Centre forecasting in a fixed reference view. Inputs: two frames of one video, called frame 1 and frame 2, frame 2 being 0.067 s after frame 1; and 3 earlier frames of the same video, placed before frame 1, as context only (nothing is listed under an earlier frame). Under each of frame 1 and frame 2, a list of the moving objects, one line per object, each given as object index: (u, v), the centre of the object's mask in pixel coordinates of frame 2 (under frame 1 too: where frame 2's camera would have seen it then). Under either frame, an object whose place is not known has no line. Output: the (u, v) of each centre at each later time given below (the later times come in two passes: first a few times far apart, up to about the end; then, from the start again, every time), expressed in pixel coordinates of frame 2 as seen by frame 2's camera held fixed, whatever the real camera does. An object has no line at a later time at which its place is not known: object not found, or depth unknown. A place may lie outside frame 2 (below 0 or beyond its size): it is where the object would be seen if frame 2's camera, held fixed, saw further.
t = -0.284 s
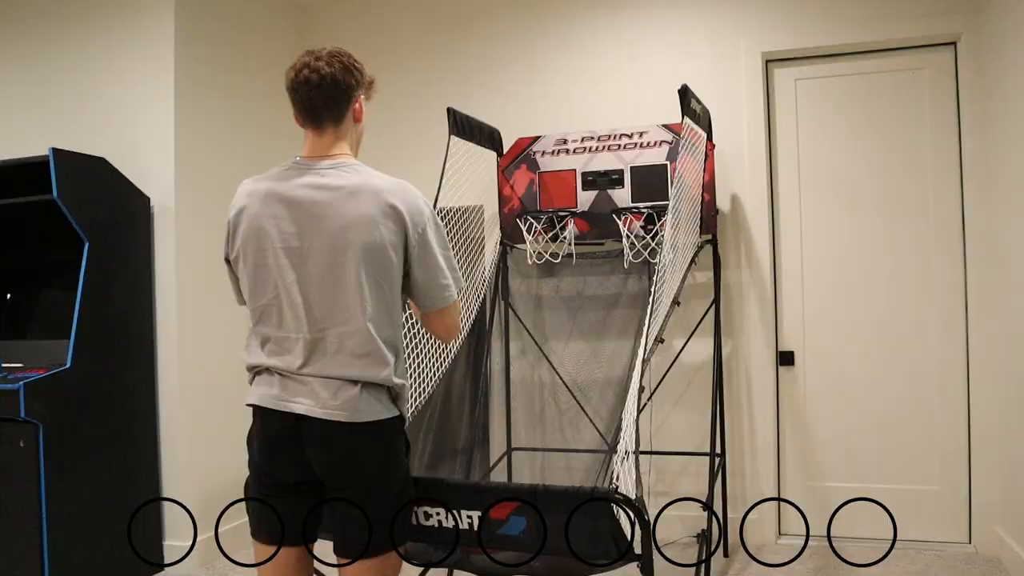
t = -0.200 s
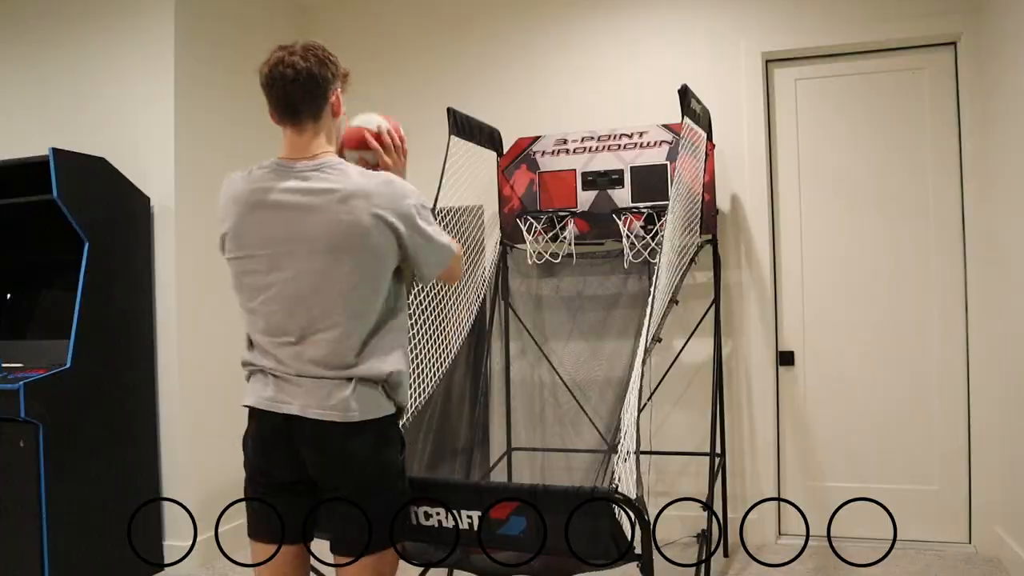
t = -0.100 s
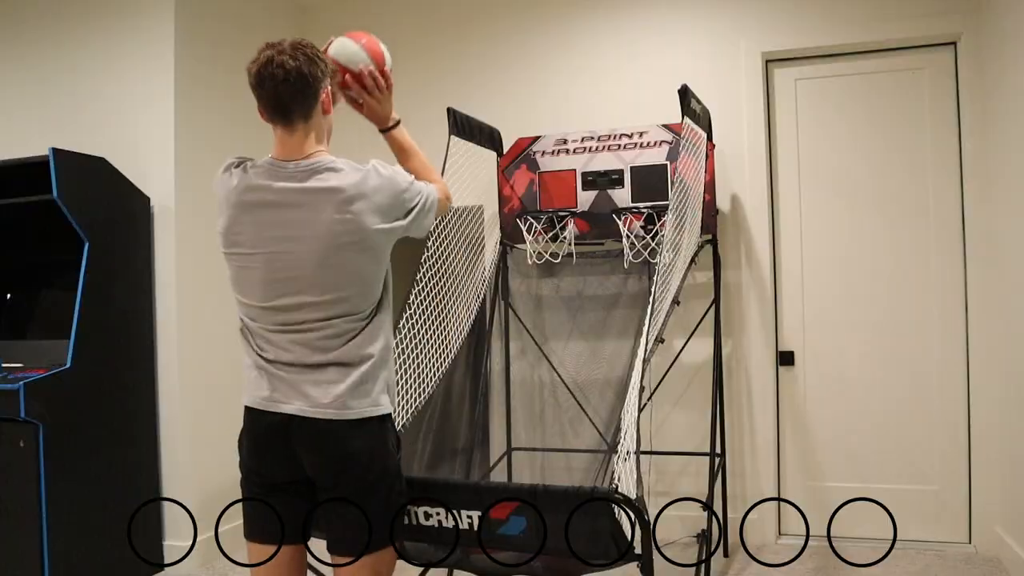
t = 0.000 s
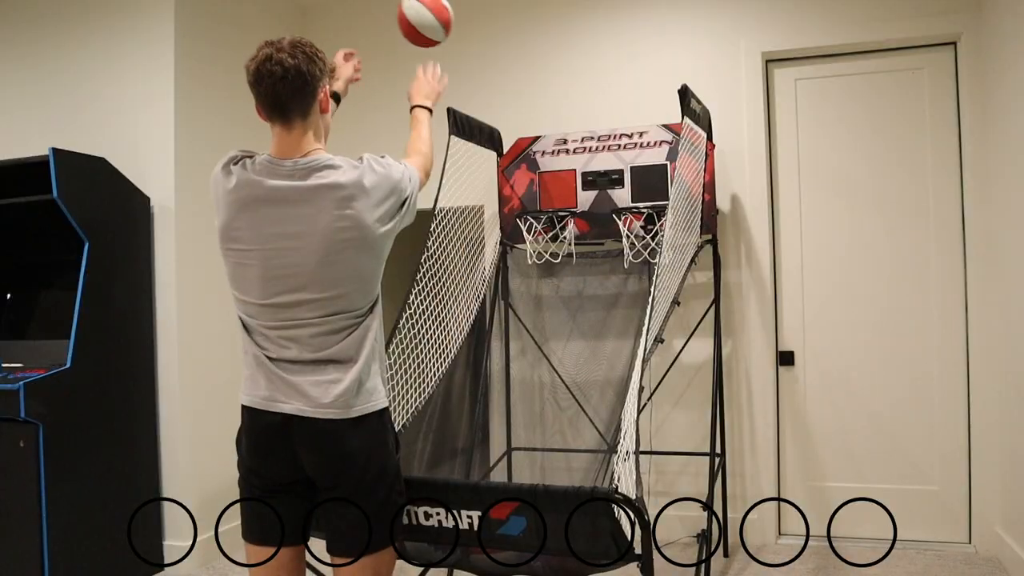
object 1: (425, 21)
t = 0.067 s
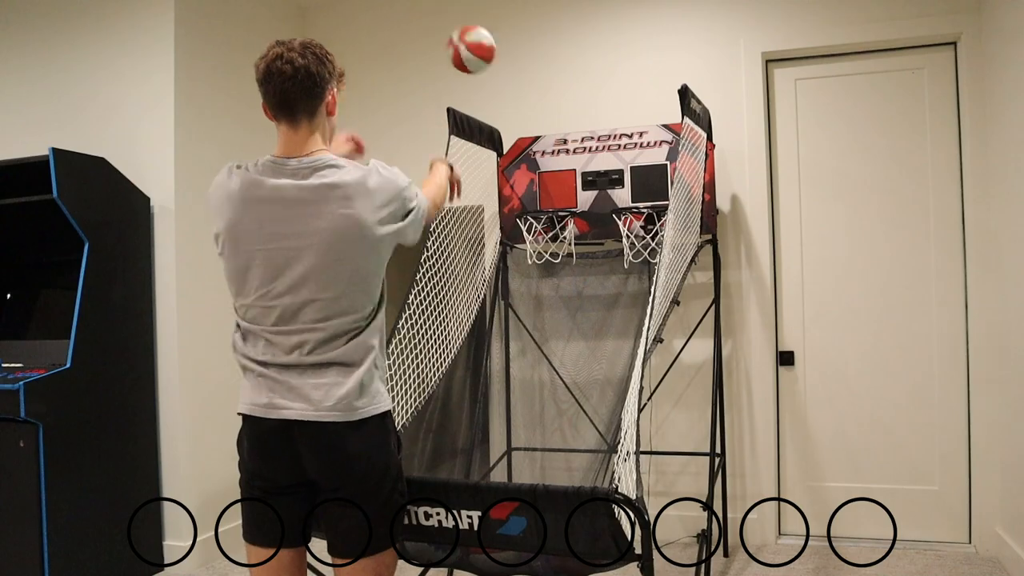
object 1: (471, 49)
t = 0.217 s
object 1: (536, 194)
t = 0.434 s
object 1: (554, 196)
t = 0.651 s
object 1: (537, 285)
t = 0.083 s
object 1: (481, 62)
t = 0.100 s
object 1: (490, 77)
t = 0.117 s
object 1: (499, 94)
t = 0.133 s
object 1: (506, 113)
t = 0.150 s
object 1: (514, 133)
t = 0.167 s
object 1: (521, 154)
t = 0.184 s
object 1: (528, 177)
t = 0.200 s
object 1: (535, 199)
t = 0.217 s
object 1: (536, 194)
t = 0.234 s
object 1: (537, 181)
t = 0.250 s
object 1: (539, 171)
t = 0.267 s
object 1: (540, 164)
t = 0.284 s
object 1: (541, 158)
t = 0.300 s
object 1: (543, 155)
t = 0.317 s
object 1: (544, 154)
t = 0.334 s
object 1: (546, 154)
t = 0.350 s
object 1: (548, 158)
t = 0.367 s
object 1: (550, 163)
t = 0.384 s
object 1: (551, 170)
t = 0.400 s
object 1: (553, 178)
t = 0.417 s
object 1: (553, 188)
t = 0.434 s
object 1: (554, 196)
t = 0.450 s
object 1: (553, 195)
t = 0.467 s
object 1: (550, 193)
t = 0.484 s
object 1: (549, 191)
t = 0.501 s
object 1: (547, 192)
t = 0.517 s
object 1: (546, 194)
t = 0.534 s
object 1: (544, 197)
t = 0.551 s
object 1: (542, 201)
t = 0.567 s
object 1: (541, 217)
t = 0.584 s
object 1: (539, 229)
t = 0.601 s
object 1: (538, 240)
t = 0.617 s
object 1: (538, 254)
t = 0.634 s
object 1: (537, 268)
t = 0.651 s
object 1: (537, 285)
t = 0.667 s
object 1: (537, 301)
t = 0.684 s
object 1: (537, 315)
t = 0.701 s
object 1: (538, 324)
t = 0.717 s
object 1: (540, 328)
